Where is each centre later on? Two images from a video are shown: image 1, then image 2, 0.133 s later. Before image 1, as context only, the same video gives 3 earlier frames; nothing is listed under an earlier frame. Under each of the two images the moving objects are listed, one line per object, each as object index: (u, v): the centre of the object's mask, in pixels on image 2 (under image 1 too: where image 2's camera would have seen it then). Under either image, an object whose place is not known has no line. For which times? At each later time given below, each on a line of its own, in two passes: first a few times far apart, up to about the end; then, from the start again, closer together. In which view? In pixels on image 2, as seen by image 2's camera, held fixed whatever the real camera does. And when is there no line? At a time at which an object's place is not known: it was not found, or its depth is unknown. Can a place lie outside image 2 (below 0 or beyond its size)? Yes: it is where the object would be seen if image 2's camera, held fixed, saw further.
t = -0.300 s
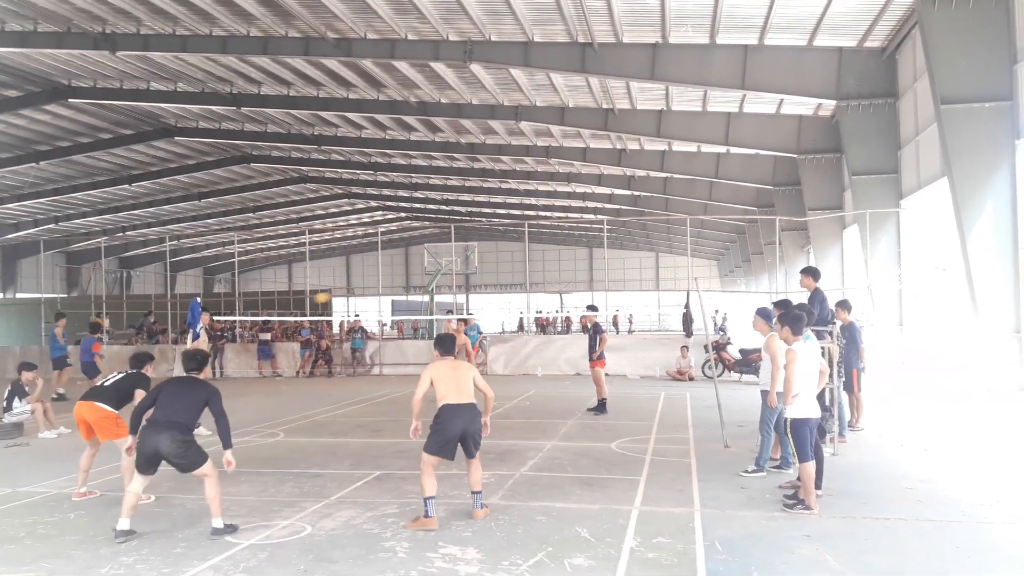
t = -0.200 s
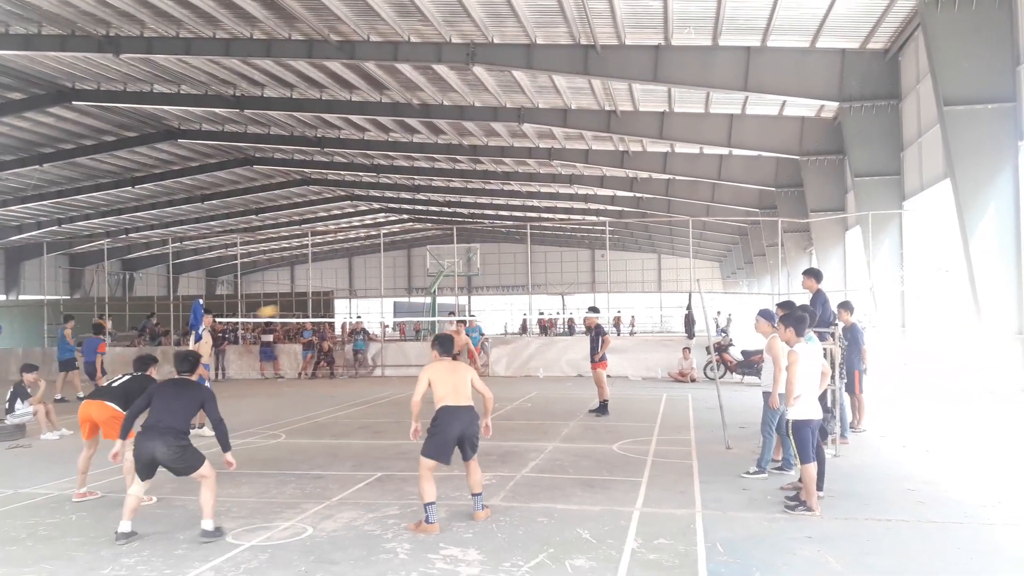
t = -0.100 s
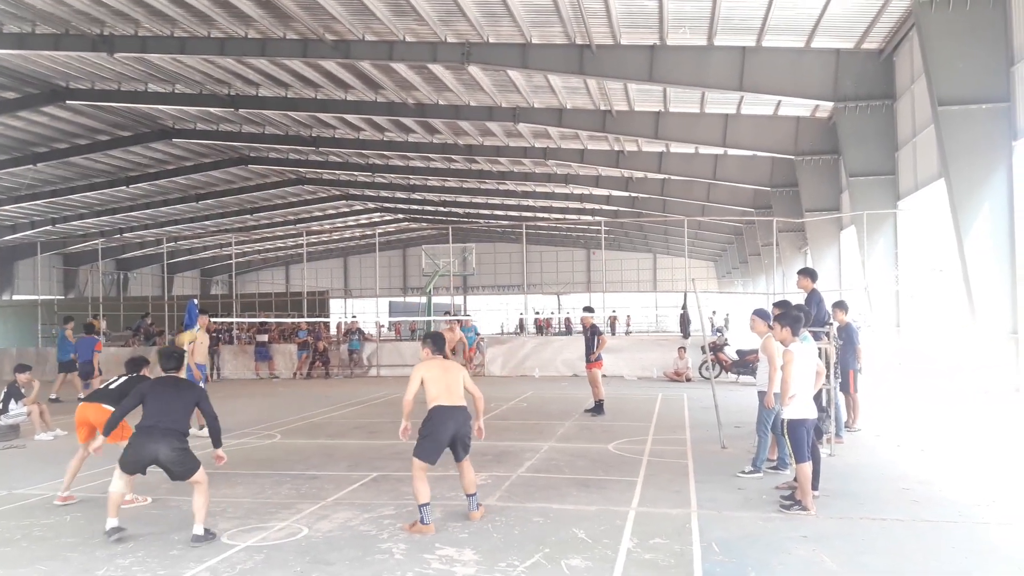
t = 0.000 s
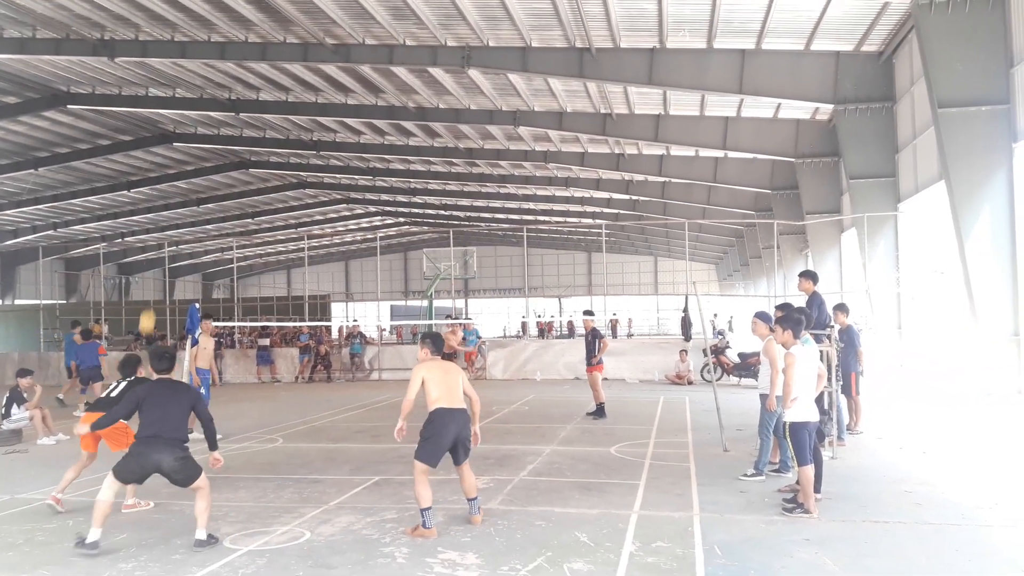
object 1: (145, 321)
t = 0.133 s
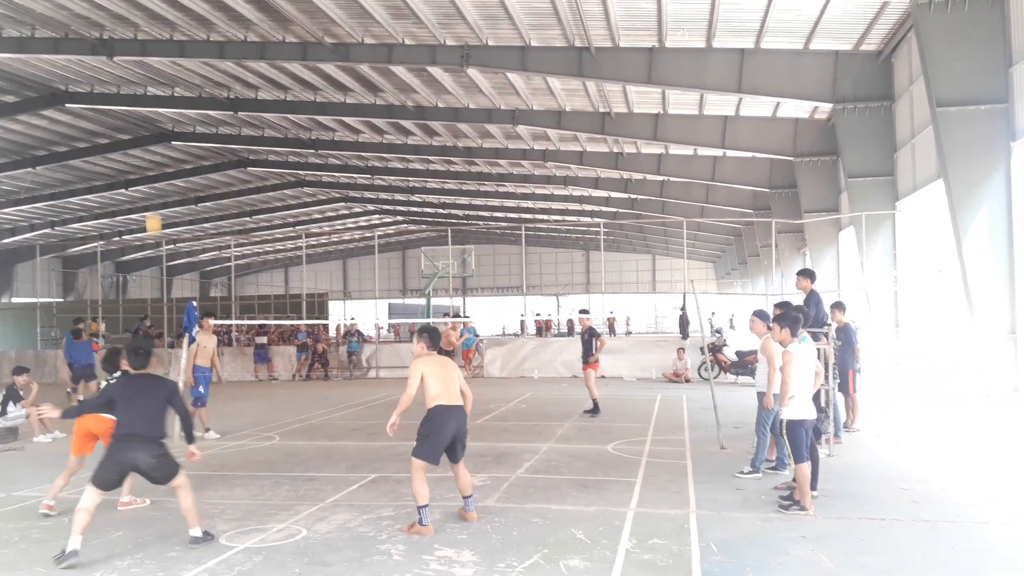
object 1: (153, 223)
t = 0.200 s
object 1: (158, 183)
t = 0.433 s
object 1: (172, 75)
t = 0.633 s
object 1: (184, 28)
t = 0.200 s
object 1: (158, 183)
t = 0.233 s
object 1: (160, 164)
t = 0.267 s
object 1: (162, 146)
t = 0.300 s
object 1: (164, 130)
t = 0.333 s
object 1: (166, 114)
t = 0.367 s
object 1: (168, 100)
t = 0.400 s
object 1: (170, 87)
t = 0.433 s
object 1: (172, 75)
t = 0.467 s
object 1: (174, 64)
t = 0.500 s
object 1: (176, 54)
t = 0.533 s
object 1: (177, 46)
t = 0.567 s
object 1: (178, 38)
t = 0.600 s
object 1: (180, 33)
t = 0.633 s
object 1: (184, 28)
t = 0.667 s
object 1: (186, 24)
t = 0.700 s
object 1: (188, 22)
